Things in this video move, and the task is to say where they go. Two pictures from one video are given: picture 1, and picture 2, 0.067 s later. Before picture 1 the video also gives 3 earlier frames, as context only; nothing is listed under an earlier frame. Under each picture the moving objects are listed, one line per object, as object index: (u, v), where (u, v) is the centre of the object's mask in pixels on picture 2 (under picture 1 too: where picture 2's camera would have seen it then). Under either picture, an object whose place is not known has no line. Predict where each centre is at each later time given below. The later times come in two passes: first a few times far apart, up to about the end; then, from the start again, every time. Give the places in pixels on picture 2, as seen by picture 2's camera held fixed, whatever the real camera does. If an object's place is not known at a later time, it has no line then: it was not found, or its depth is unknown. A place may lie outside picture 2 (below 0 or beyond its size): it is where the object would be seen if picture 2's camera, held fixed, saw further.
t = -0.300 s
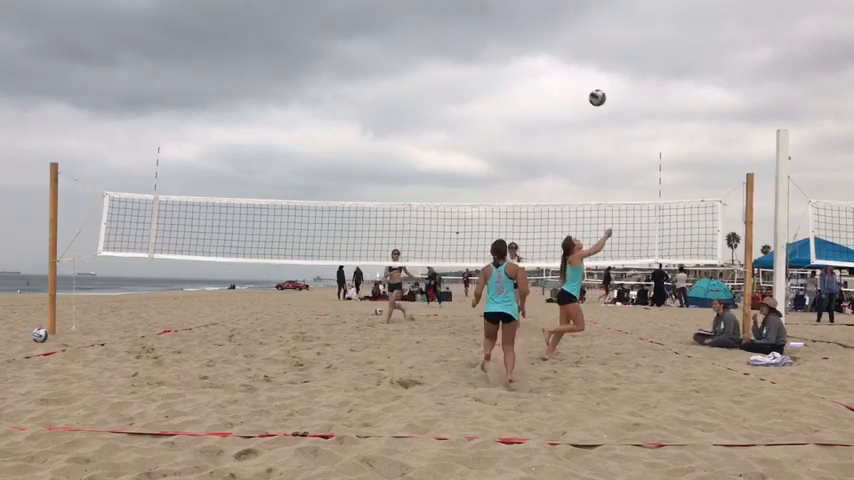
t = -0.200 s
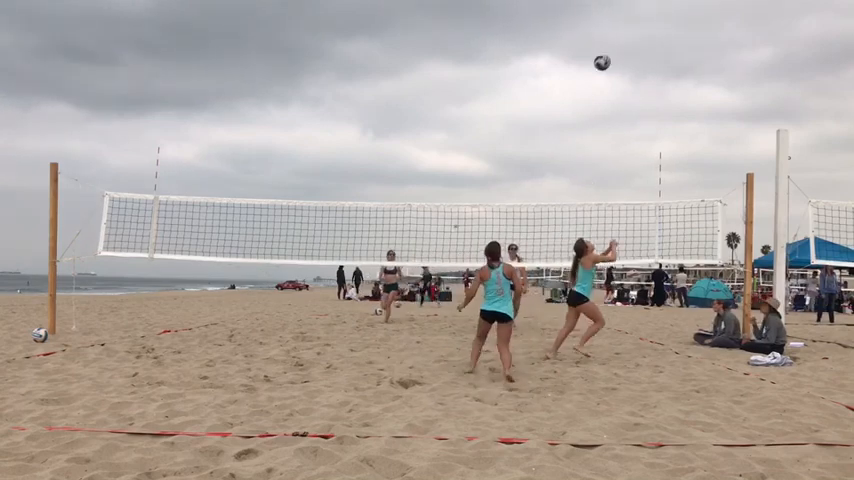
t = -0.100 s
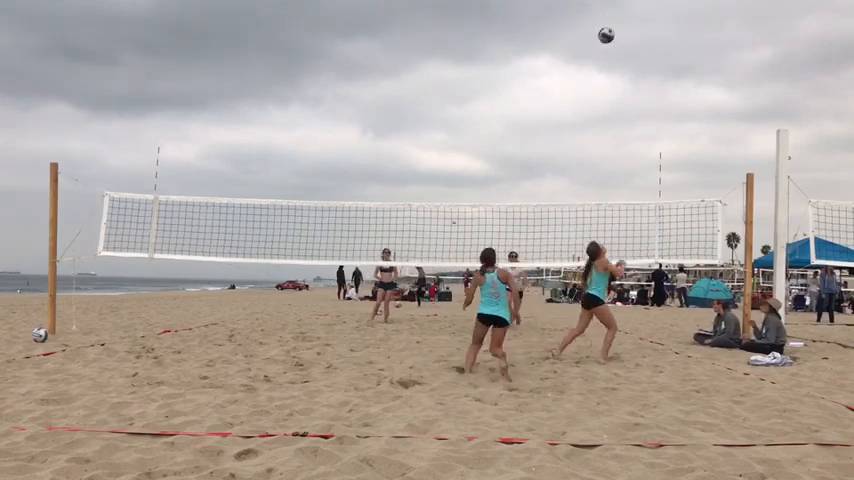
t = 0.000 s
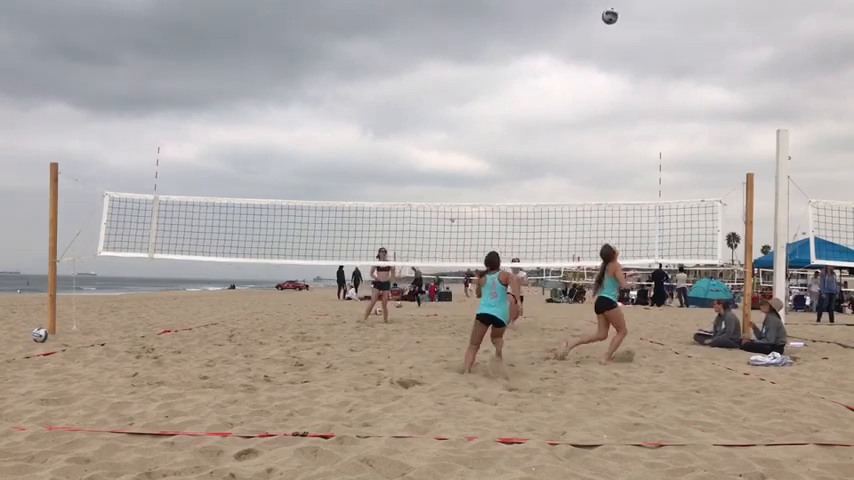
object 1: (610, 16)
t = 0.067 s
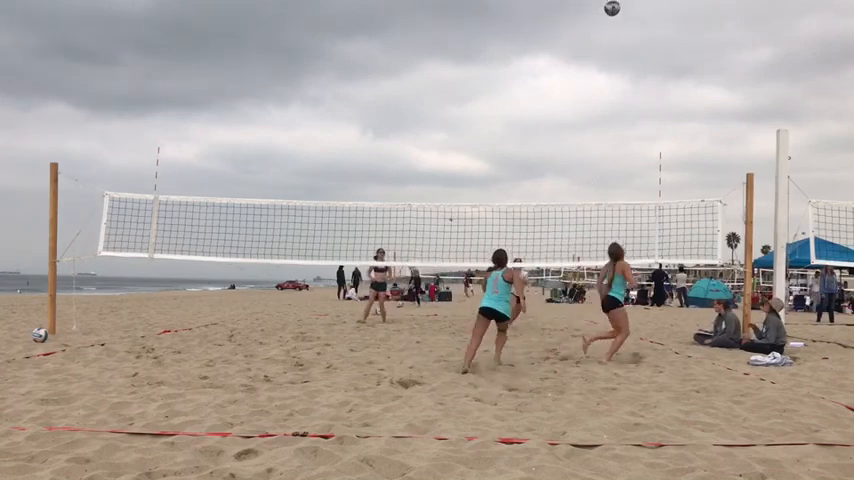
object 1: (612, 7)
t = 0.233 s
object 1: (617, 3)
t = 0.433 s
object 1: (622, 16)
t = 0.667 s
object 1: (627, 63)
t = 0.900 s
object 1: (631, 140)
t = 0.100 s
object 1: (613, 6)
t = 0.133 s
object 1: (614, 4)
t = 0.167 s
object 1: (615, 4)
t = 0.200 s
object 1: (616, 3)
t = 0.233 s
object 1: (617, 3)
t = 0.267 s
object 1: (617, 4)
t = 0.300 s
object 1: (618, 5)
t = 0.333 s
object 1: (620, 6)
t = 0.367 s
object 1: (621, 7)
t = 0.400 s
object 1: (621, 11)
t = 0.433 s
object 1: (622, 16)
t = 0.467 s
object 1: (623, 21)
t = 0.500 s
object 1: (624, 27)
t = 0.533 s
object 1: (625, 32)
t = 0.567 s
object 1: (625, 39)
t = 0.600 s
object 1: (626, 47)
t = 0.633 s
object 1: (627, 55)
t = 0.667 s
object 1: (627, 63)
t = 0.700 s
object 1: (628, 74)
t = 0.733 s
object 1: (628, 83)
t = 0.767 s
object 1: (629, 93)
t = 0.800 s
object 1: (629, 104)
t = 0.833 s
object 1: (630, 116)
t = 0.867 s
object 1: (631, 128)
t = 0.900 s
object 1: (631, 140)
